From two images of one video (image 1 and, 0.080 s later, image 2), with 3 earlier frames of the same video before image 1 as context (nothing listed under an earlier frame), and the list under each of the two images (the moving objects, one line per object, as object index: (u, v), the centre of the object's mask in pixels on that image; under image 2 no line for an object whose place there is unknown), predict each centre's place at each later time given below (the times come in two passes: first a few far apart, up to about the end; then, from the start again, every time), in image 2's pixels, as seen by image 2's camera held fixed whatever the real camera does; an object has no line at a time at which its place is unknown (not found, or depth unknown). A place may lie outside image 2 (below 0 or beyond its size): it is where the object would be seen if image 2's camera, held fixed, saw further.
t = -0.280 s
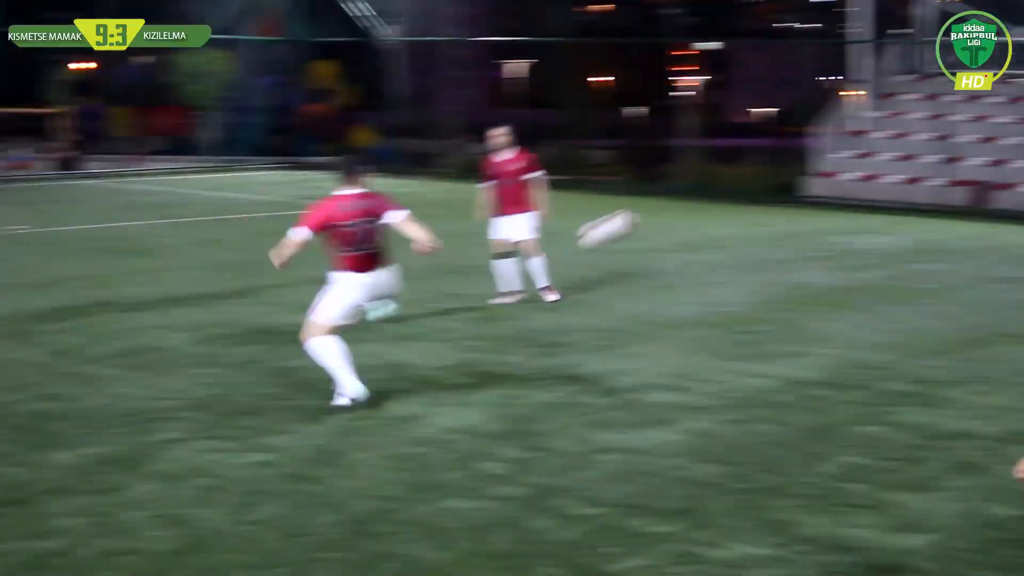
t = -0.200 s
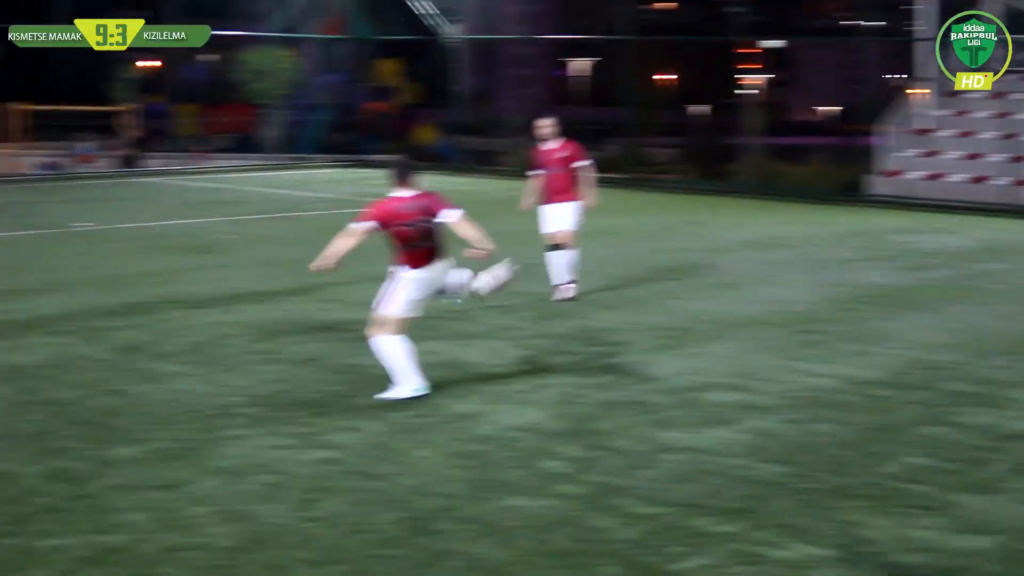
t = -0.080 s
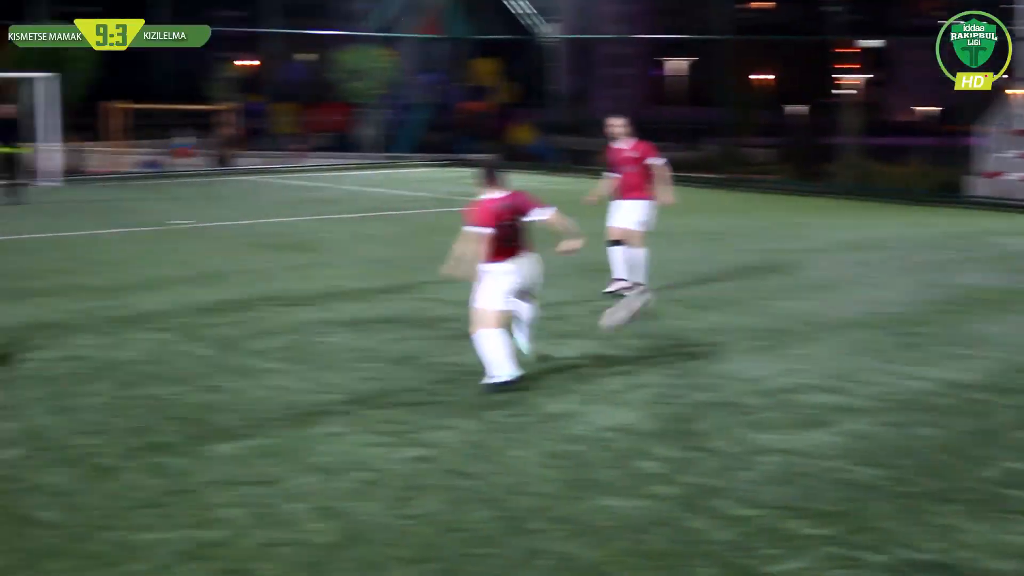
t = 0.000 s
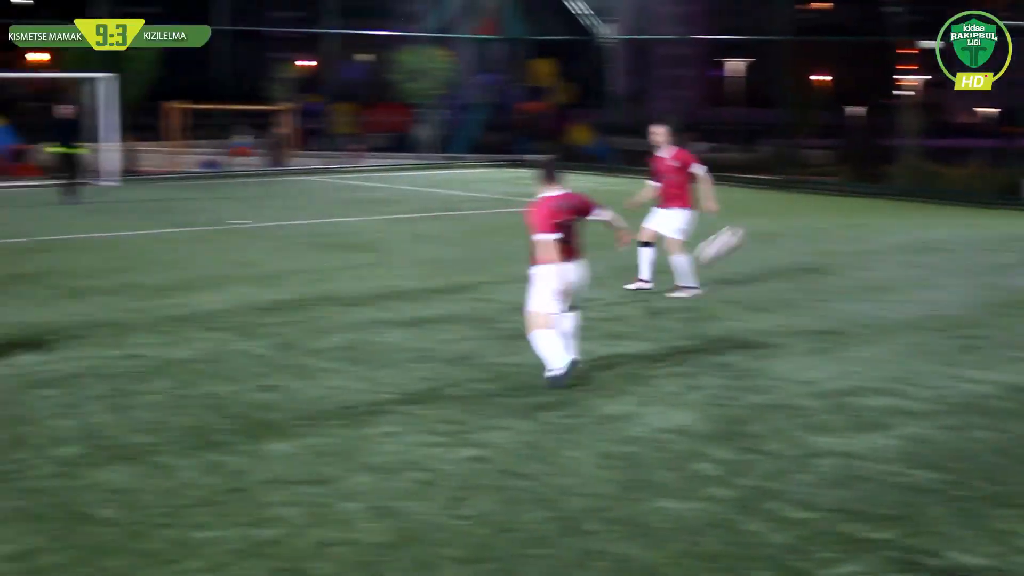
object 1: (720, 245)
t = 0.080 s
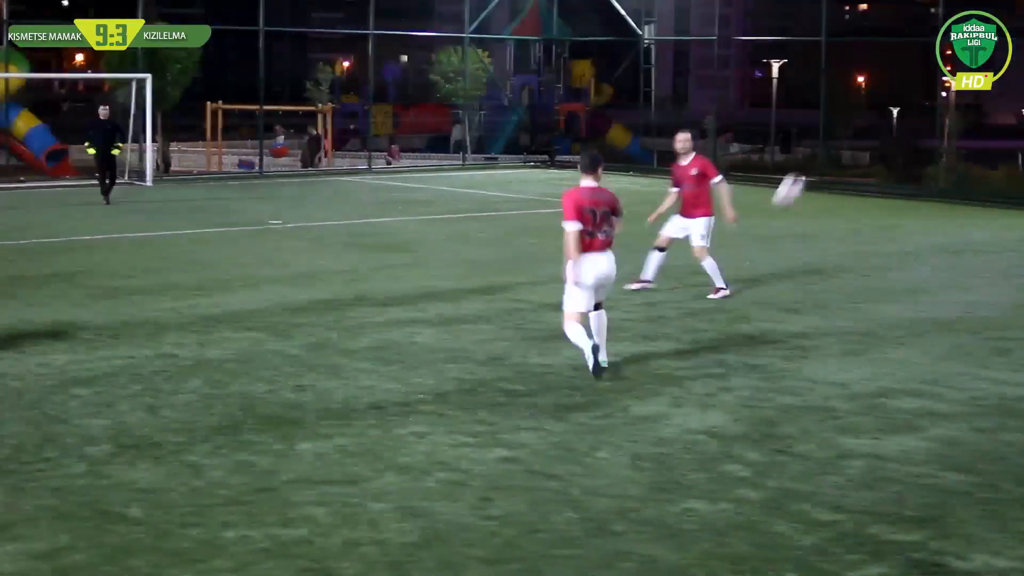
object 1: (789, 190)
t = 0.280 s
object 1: (868, 95)
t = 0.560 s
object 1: (963, 44)
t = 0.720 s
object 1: (1010, 55)
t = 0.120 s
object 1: (805, 168)
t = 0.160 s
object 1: (821, 146)
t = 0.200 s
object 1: (838, 126)
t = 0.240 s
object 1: (853, 109)
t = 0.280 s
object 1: (868, 95)
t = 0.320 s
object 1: (883, 81)
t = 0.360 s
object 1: (898, 70)
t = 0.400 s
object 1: (911, 61)
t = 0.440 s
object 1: (925, 55)
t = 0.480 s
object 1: (938, 50)
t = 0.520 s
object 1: (949, 47)
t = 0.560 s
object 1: (963, 44)
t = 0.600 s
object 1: (976, 45)
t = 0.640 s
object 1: (987, 46)
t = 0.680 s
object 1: (999, 50)
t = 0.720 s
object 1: (1010, 55)
